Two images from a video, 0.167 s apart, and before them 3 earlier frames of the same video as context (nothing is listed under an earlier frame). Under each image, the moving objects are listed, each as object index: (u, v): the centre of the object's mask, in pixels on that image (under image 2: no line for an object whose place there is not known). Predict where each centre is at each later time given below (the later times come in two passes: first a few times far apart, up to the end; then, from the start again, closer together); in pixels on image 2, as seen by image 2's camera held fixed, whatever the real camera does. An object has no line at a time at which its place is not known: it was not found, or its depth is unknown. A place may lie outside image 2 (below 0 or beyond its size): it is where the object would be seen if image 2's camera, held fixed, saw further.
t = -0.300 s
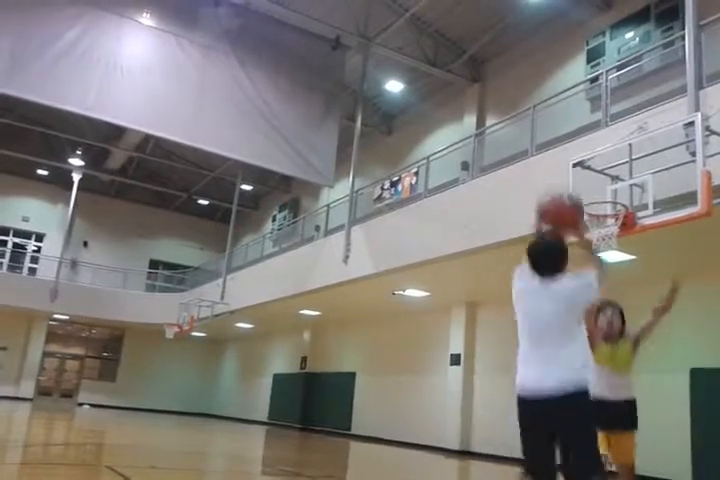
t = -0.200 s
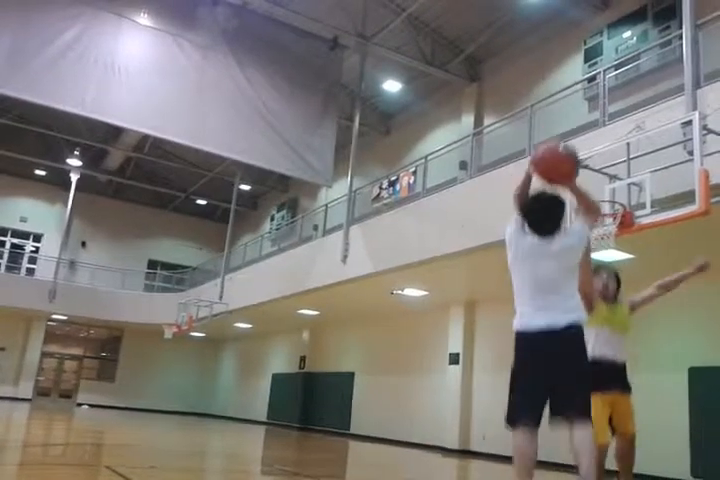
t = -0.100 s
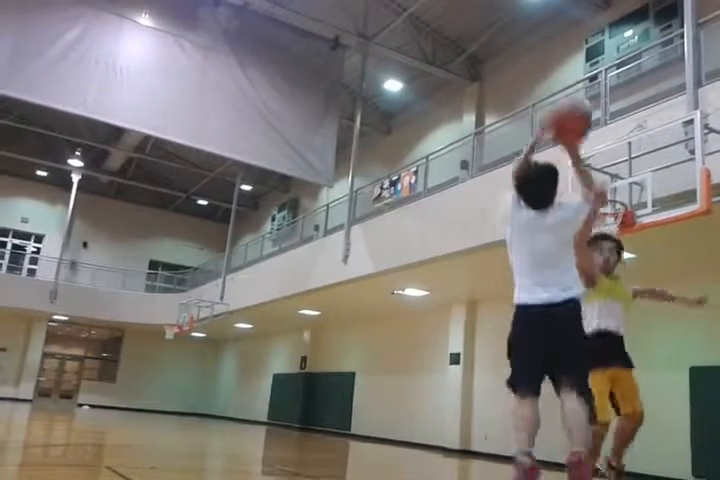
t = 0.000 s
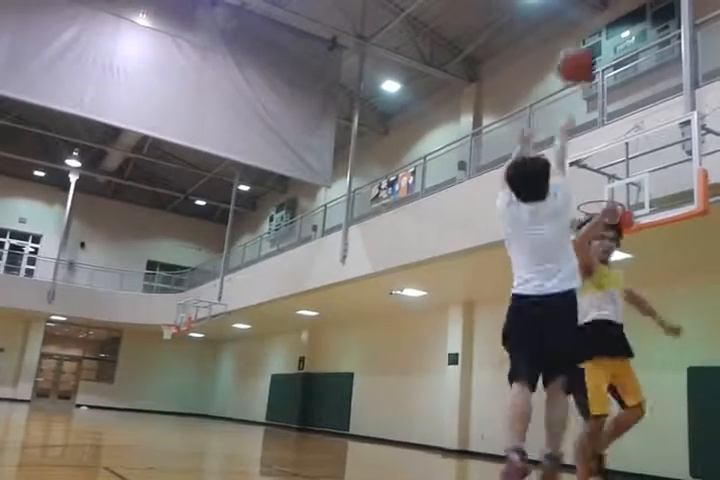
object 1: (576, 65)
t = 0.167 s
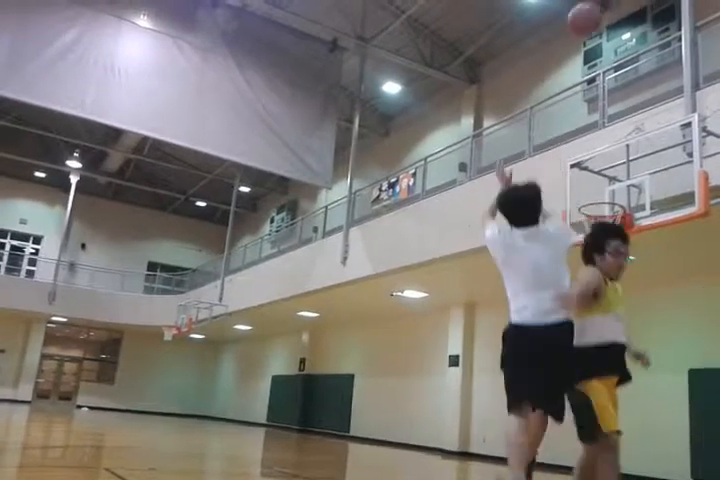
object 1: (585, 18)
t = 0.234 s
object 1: (586, 15)
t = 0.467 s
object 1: (594, 24)
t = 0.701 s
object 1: (599, 81)
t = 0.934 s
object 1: (602, 167)
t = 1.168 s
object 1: (556, 236)
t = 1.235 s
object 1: (540, 262)
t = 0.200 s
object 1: (585, 16)
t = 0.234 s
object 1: (586, 15)
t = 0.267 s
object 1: (588, 13)
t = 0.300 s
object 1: (589, 12)
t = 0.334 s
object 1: (590, 13)
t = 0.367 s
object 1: (592, 13)
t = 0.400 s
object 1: (592, 16)
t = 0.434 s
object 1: (593, 19)
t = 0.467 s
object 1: (594, 24)
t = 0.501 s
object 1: (595, 30)
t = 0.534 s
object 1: (596, 36)
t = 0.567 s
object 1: (596, 44)
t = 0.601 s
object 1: (597, 52)
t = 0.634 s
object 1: (598, 61)
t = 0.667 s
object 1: (599, 70)
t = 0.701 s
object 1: (599, 81)
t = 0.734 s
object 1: (600, 91)
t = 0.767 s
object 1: (600, 103)
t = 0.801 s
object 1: (601, 115)
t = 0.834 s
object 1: (602, 127)
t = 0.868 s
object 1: (602, 138)
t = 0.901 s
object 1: (602, 153)
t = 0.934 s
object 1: (602, 167)
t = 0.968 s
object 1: (603, 181)
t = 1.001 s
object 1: (597, 191)
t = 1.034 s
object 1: (589, 198)
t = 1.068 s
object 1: (581, 206)
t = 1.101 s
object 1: (571, 215)
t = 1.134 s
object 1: (565, 225)
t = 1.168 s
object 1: (556, 236)
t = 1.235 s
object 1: (540, 262)
